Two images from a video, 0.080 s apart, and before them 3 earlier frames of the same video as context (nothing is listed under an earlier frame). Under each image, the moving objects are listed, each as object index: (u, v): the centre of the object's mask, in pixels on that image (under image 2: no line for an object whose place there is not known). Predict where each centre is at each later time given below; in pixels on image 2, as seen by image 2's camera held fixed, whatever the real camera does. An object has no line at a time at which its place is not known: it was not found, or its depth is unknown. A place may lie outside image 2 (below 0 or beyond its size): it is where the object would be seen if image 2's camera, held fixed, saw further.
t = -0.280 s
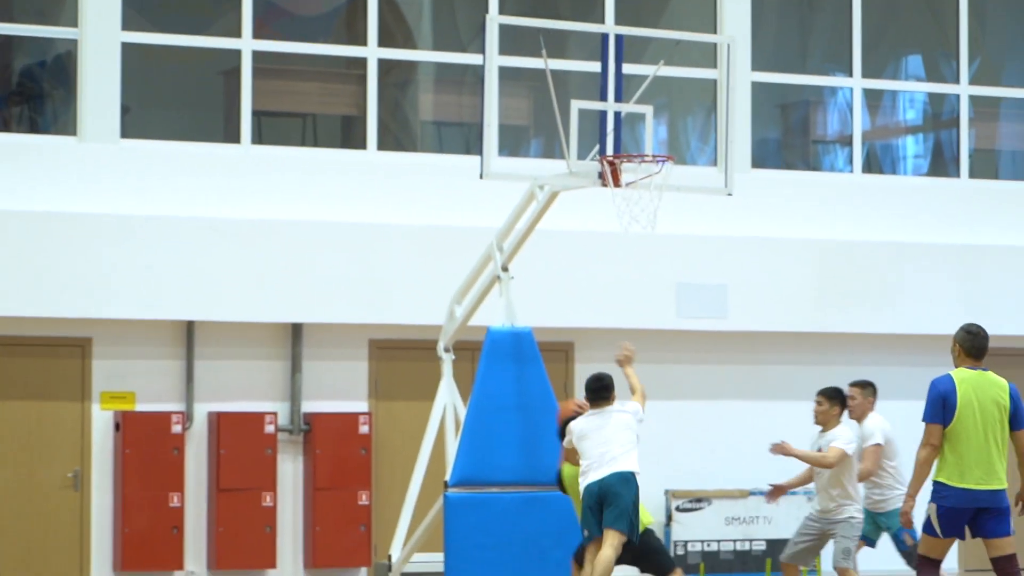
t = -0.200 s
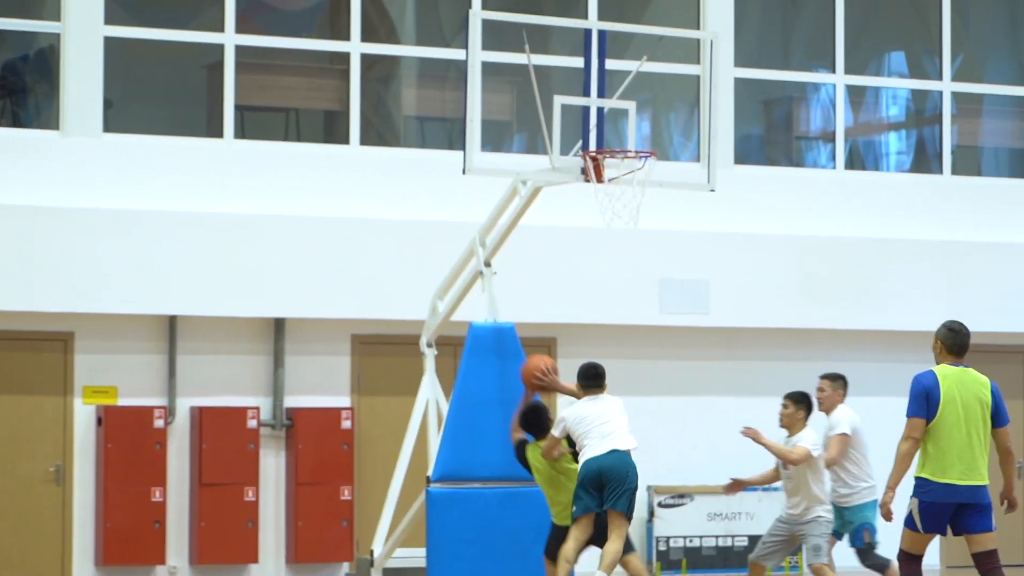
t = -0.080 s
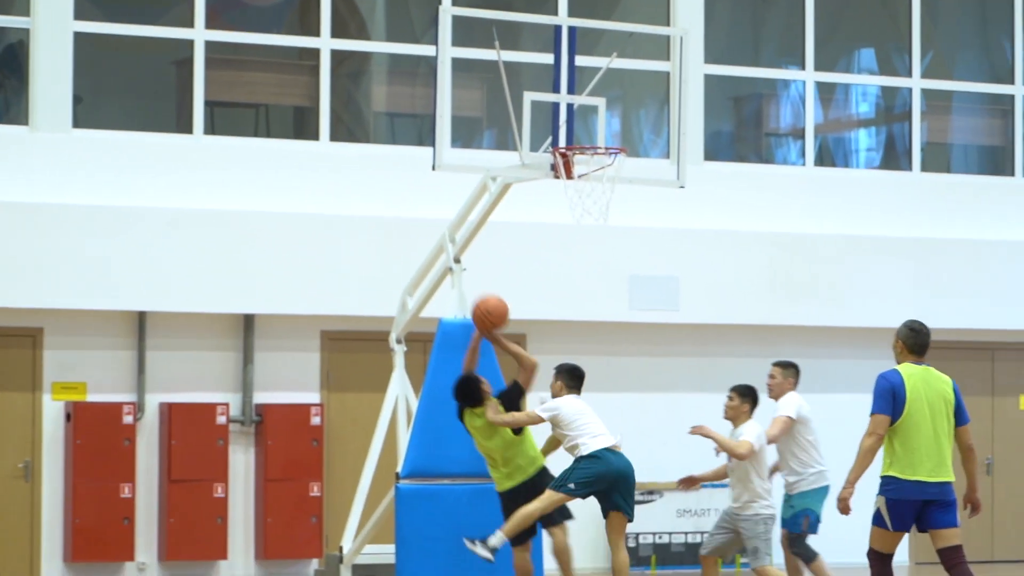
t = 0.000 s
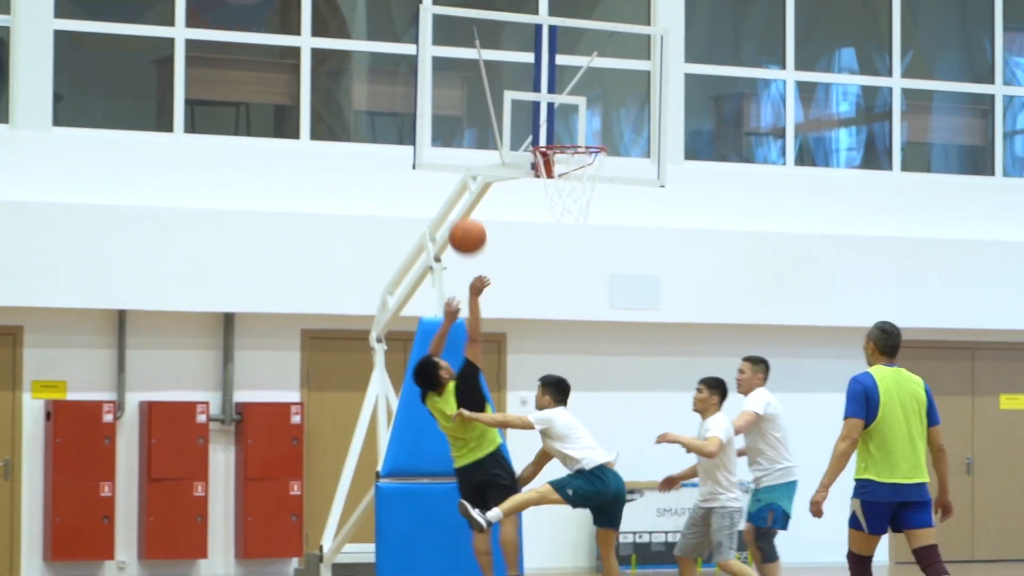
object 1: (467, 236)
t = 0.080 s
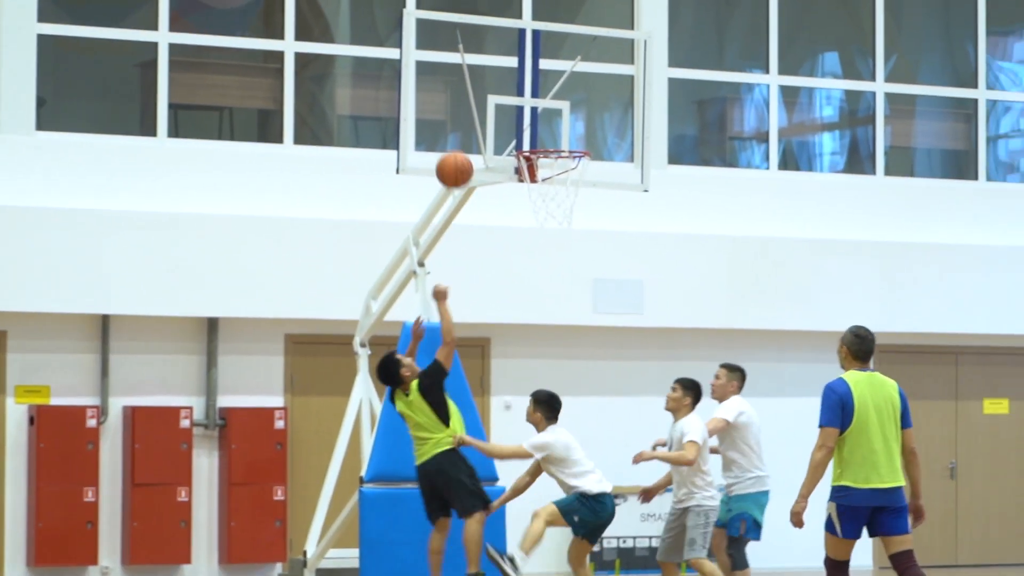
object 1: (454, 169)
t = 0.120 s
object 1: (457, 136)
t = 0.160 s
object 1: (459, 107)
